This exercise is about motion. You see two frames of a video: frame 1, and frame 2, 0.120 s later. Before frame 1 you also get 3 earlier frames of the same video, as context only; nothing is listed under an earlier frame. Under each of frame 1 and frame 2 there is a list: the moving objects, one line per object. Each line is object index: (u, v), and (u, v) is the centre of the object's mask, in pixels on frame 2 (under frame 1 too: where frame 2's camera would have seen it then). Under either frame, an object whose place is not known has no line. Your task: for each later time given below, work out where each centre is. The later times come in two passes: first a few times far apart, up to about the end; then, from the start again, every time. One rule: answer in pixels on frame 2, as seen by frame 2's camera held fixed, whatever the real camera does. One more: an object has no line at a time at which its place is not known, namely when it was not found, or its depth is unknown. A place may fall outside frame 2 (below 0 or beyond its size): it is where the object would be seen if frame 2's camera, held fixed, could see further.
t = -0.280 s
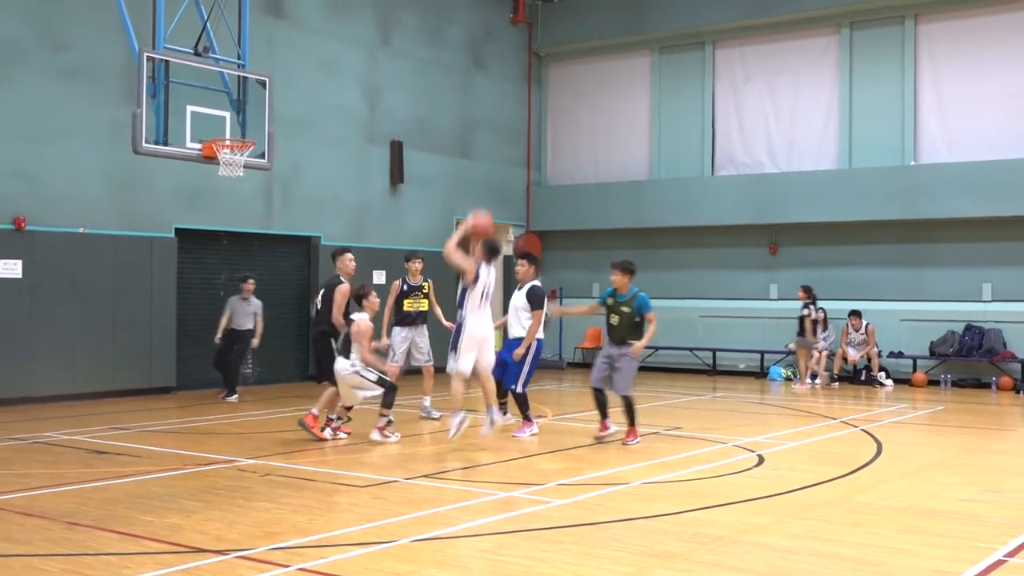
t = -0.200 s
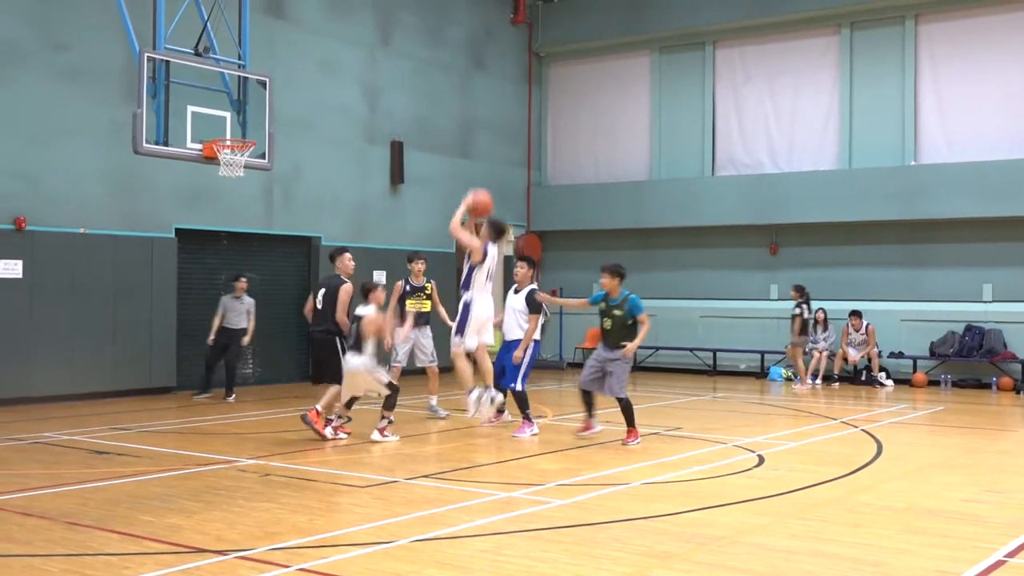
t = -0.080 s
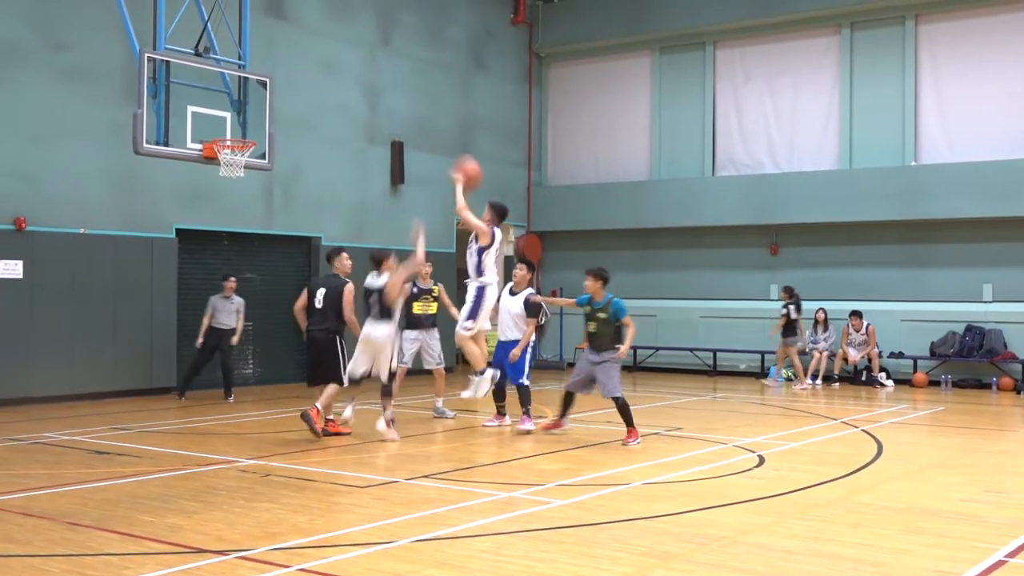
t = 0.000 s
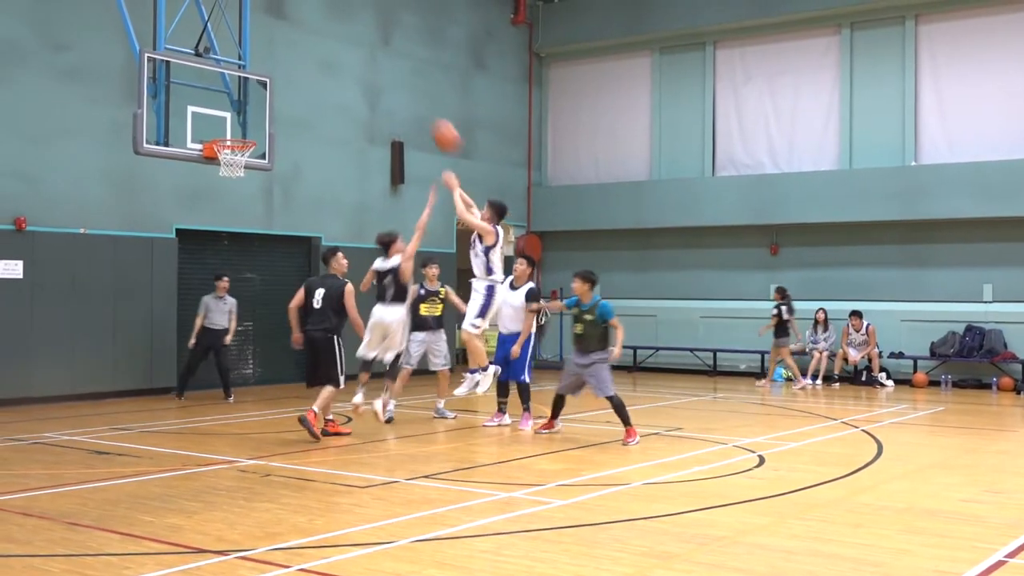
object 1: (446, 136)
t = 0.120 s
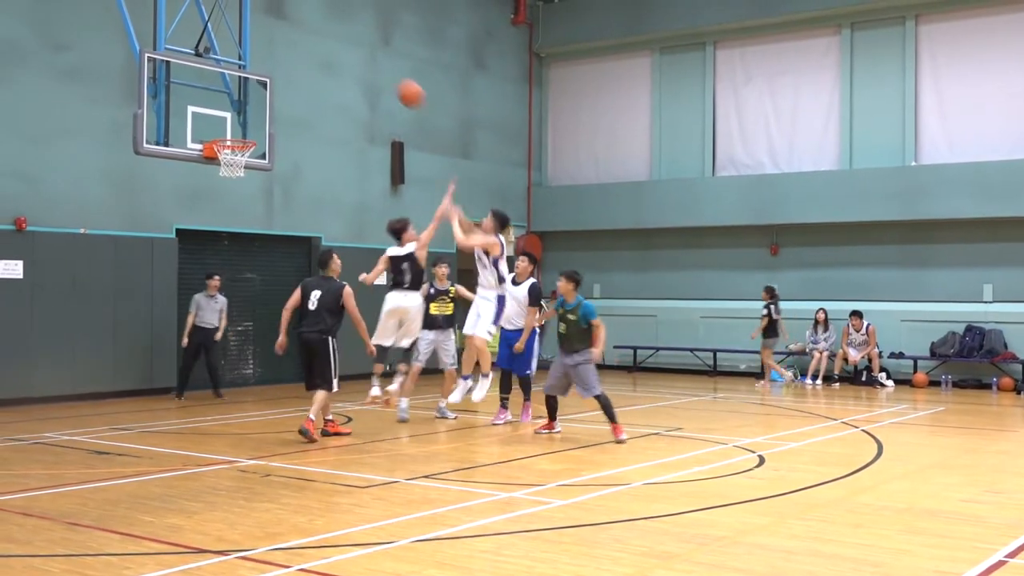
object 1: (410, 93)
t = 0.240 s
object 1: (377, 67)
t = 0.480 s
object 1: (315, 60)
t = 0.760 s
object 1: (248, 115)
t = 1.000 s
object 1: (240, 143)
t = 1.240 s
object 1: (220, 178)
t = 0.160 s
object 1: (399, 83)
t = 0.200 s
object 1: (387, 74)
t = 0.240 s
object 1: (377, 67)
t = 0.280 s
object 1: (366, 63)
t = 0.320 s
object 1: (355, 58)
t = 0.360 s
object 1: (345, 57)
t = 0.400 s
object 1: (334, 56)
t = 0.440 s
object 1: (324, 58)
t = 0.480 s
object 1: (315, 60)
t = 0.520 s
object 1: (304, 64)
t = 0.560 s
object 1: (294, 69)
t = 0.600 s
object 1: (286, 75)
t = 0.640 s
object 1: (276, 84)
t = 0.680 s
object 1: (266, 93)
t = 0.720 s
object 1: (256, 104)
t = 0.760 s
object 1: (248, 115)
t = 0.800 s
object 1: (238, 128)
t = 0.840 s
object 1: (234, 132)
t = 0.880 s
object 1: (230, 138)
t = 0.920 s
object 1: (229, 140)
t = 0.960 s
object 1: (233, 143)
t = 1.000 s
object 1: (240, 143)
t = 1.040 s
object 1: (247, 149)
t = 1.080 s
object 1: (234, 153)
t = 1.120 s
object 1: (232, 161)
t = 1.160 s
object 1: (228, 168)
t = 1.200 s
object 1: (223, 172)
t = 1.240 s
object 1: (220, 178)
